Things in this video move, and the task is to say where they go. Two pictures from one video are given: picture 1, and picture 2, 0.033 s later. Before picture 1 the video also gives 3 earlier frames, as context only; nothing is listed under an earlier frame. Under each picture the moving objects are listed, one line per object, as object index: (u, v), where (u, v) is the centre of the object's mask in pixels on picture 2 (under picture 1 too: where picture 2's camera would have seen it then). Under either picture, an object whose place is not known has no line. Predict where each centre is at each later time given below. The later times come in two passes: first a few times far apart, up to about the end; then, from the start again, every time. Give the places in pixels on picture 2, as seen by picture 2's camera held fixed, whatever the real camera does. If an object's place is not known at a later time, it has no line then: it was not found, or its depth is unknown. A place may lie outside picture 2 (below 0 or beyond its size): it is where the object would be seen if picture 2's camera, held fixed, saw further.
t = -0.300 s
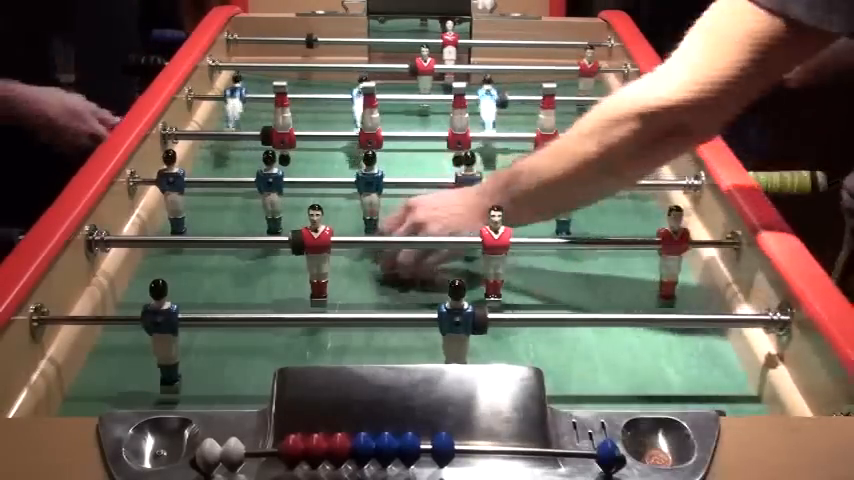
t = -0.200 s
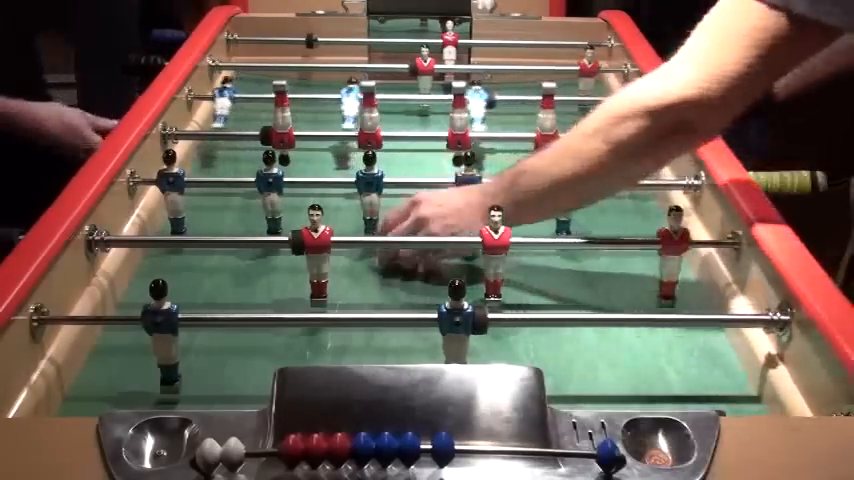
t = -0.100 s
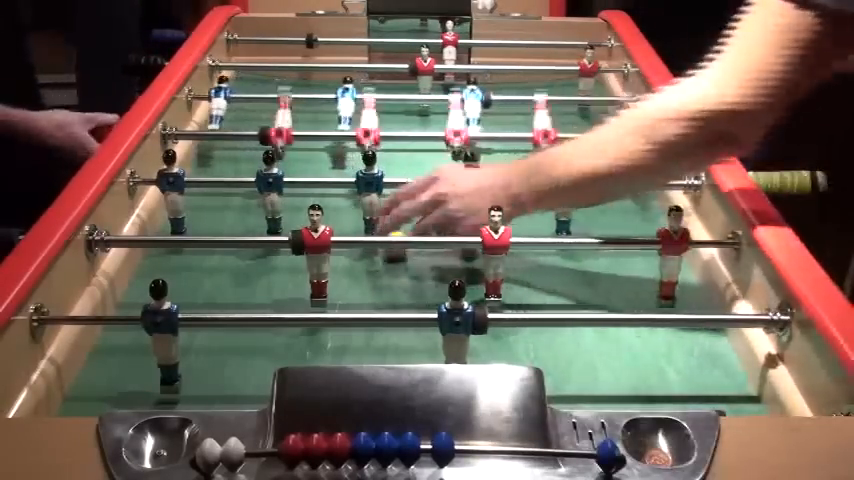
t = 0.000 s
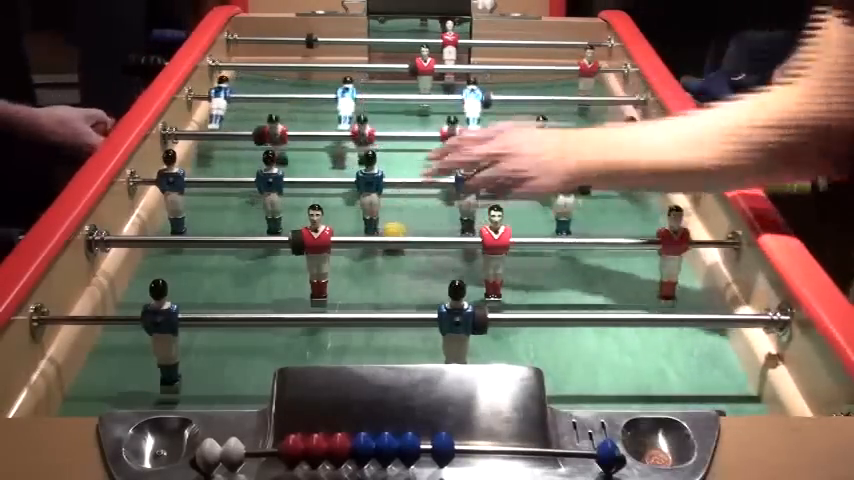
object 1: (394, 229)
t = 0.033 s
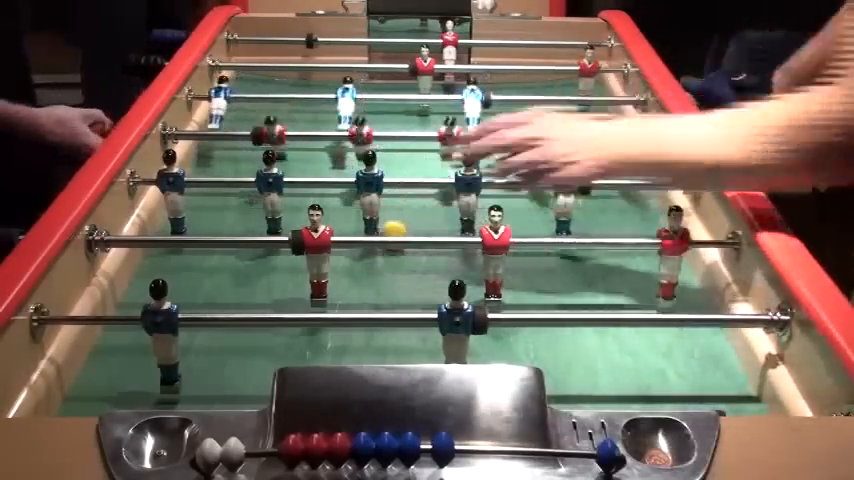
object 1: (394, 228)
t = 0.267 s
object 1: (400, 222)
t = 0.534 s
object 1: (408, 210)
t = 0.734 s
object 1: (413, 202)
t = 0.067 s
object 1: (395, 227)
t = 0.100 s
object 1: (395, 227)
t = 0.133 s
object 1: (397, 226)
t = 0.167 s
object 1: (397, 225)
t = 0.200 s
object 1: (398, 224)
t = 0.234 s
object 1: (399, 223)
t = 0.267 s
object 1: (400, 222)
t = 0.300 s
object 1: (401, 222)
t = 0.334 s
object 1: (403, 221)
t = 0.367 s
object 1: (404, 219)
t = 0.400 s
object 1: (405, 217)
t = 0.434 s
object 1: (406, 215)
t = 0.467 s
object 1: (407, 214)
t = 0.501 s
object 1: (408, 212)
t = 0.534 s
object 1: (408, 210)
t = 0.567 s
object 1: (409, 209)
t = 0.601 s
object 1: (410, 208)
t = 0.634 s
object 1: (411, 206)
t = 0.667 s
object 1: (412, 205)
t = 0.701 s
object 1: (412, 203)
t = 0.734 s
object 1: (413, 202)
